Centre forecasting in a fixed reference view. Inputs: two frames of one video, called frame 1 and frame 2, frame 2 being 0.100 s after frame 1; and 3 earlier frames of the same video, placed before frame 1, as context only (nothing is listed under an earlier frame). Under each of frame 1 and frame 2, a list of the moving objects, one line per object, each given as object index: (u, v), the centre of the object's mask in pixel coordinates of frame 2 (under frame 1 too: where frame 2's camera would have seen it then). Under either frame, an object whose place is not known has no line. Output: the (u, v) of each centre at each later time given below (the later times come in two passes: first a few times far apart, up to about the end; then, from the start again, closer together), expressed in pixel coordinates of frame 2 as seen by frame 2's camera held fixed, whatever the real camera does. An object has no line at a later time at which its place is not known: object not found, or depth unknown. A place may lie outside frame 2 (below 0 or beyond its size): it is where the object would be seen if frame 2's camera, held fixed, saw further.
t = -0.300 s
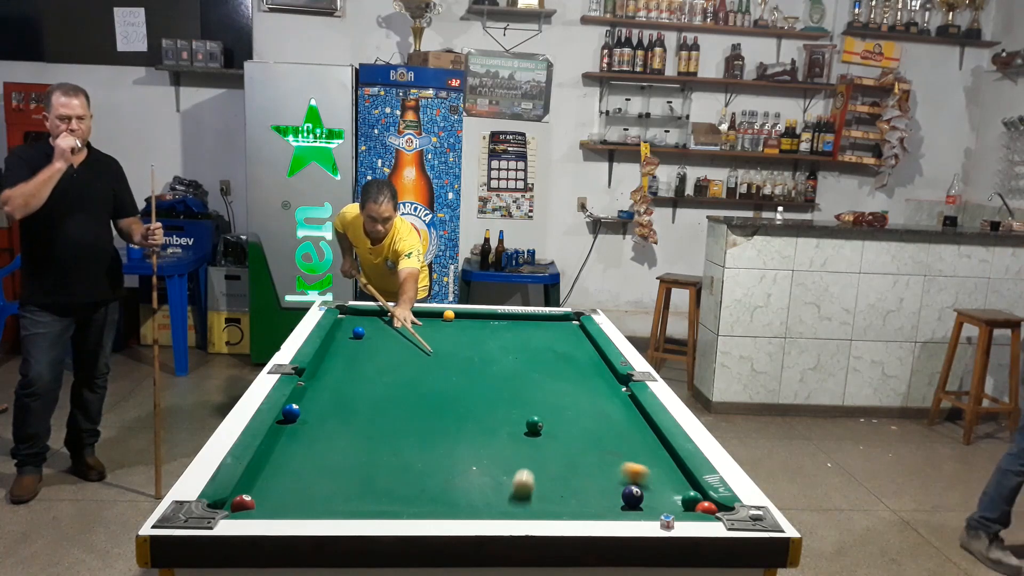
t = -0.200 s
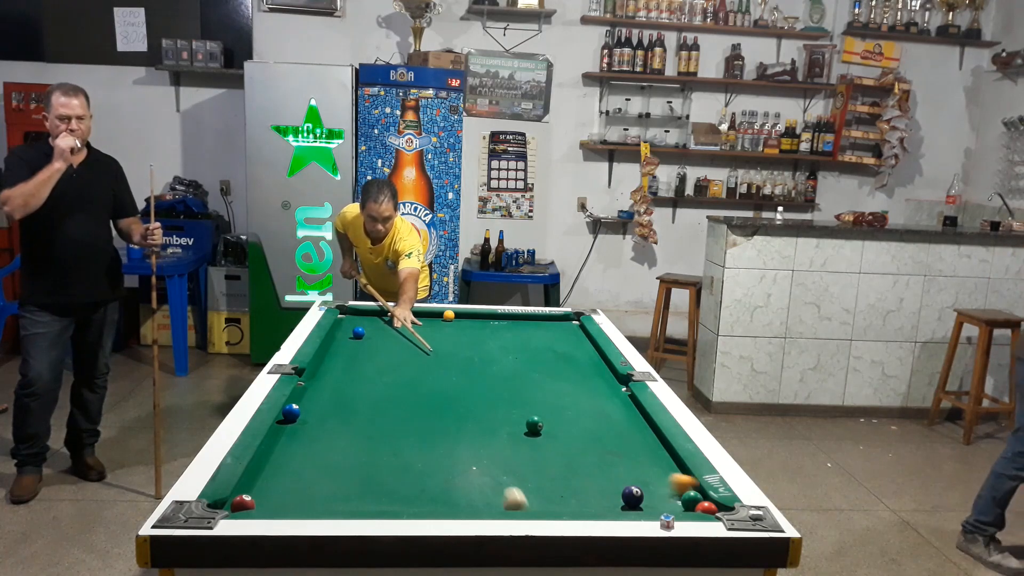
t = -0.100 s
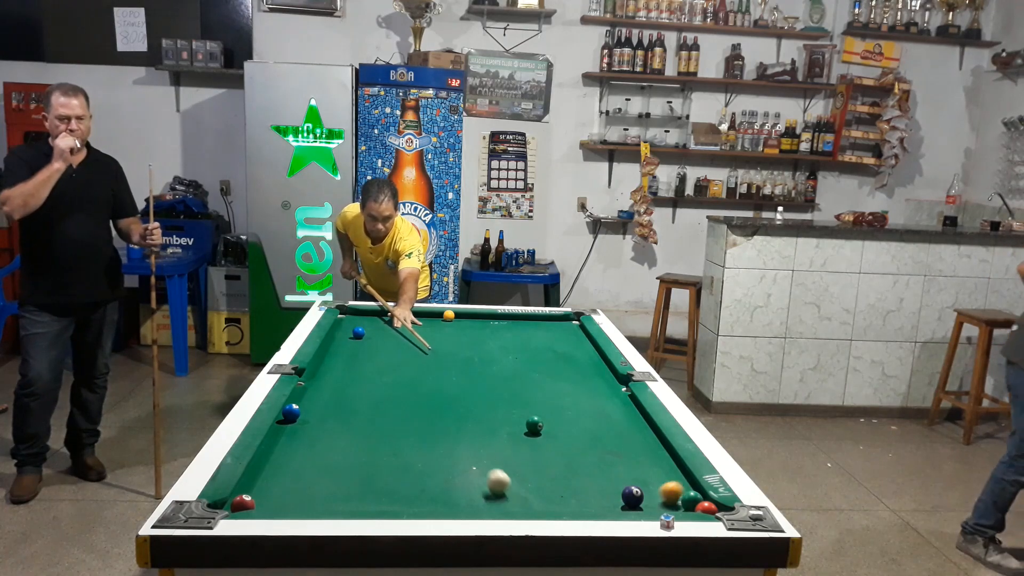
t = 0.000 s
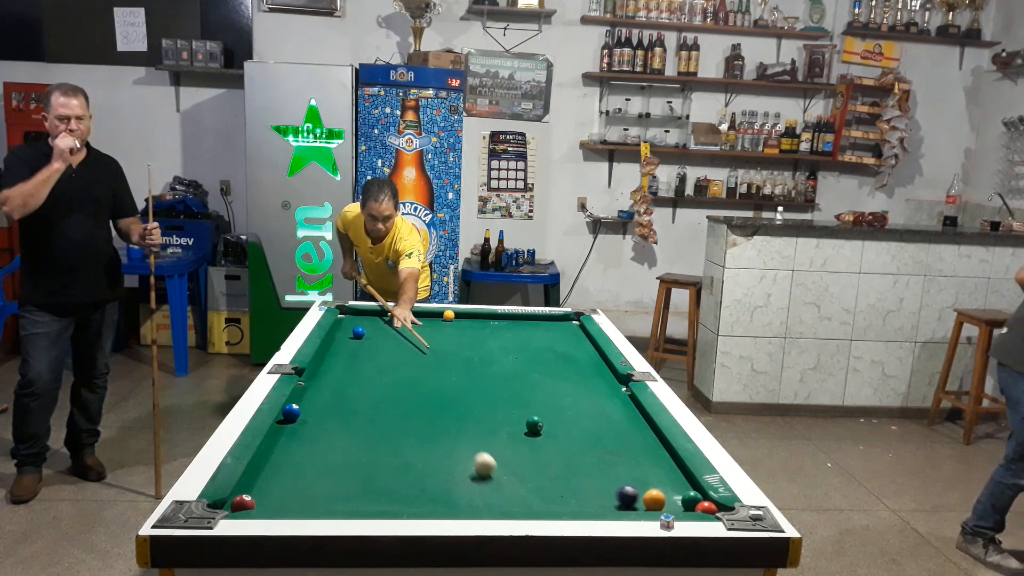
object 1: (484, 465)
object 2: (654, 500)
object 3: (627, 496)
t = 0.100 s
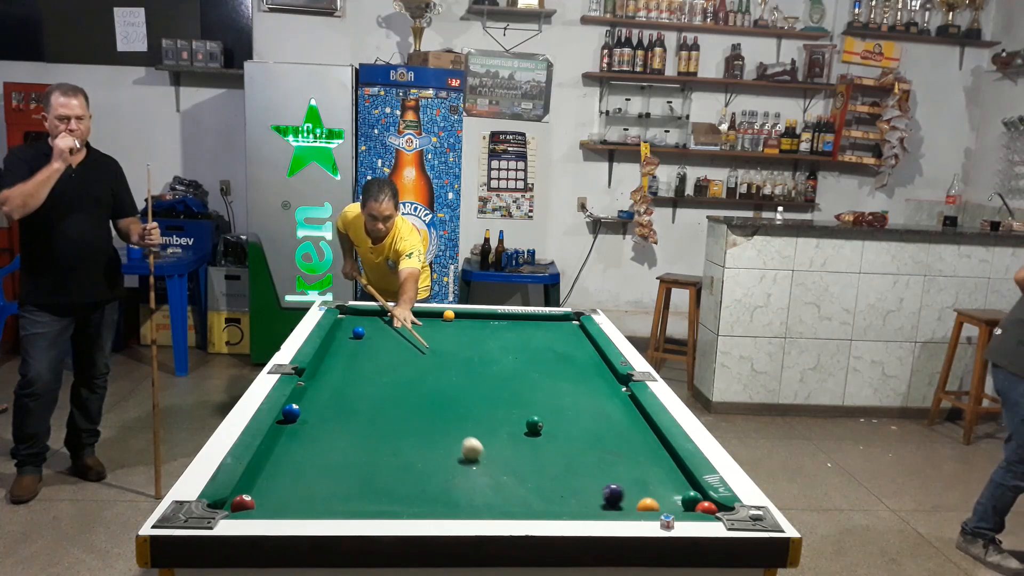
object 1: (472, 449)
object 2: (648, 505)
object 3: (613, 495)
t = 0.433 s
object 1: (438, 407)
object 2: (601, 492)
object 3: (569, 491)
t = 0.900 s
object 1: (404, 365)
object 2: (548, 469)
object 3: (516, 487)
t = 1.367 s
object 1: (380, 336)
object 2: (507, 451)
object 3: (475, 483)
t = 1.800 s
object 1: (363, 315)
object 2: (477, 438)
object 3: (445, 480)
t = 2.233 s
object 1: (343, 321)
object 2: (454, 429)
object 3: (425, 477)
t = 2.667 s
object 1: (342, 332)
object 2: (437, 423)
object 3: (412, 476)
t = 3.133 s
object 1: (345, 343)
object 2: (425, 419)
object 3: (407, 475)
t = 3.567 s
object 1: (348, 354)
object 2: (420, 417)
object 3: (407, 475)
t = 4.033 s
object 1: (352, 364)
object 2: (419, 417)
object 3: (407, 475)
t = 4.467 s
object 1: (355, 373)
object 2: (419, 418)
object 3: (407, 475)
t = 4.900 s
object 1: (357, 380)
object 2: (419, 417)
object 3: (407, 475)
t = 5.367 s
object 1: (359, 387)
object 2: (419, 417)
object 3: (407, 475)
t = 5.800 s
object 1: (358, 391)
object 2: (419, 417)
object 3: (407, 475)
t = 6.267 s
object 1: (355, 393)
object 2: (419, 417)
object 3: (407, 475)
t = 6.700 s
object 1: (354, 394)
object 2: (419, 417)
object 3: (407, 475)
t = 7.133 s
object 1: (354, 394)
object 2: (419, 417)
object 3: (407, 475)
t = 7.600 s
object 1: (354, 394)
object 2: (420, 417)
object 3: (407, 475)
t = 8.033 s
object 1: (354, 394)
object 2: (419, 417)
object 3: (407, 475)
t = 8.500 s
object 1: (353, 394)
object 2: (419, 417)
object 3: (407, 475)
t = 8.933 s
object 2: (420, 417)
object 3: (409, 474)
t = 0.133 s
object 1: (468, 444)
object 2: (644, 506)
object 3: (608, 495)
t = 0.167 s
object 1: (464, 439)
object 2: (638, 505)
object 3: (603, 494)
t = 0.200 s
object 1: (460, 434)
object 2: (634, 504)
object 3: (599, 494)
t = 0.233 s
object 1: (457, 430)
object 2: (629, 502)
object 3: (594, 493)
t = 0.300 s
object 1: (450, 422)
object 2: (619, 500)
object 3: (585, 493)
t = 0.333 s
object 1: (447, 418)
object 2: (614, 498)
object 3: (581, 493)
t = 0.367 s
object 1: (444, 414)
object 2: (610, 496)
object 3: (577, 492)
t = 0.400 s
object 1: (441, 410)
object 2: (605, 494)
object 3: (572, 492)
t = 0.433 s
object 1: (438, 407)
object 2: (601, 492)
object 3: (569, 491)
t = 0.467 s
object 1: (435, 403)
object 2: (597, 491)
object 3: (565, 491)
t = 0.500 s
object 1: (432, 399)
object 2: (592, 489)
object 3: (560, 491)
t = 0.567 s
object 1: (427, 393)
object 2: (585, 485)
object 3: (552, 490)
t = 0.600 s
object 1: (424, 390)
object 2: (580, 484)
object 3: (549, 490)
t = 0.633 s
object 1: (422, 387)
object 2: (577, 482)
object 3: (545, 490)
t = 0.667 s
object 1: (419, 384)
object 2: (573, 480)
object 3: (541, 489)
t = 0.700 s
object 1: (417, 381)
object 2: (569, 479)
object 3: (537, 489)
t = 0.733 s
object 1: (414, 378)
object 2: (565, 477)
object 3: (534, 488)
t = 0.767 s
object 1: (412, 375)
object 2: (561, 475)
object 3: (530, 488)
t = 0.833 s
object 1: (408, 370)
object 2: (555, 473)
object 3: (523, 487)
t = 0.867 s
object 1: (406, 367)
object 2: (551, 471)
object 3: (520, 487)
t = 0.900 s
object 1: (404, 365)
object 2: (548, 469)
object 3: (516, 487)
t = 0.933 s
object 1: (402, 362)
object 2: (545, 468)
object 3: (513, 486)
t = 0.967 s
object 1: (400, 360)
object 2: (541, 466)
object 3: (510, 486)
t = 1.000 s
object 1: (398, 358)
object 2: (538, 465)
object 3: (507, 486)
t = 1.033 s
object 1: (396, 355)
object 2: (535, 464)
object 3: (504, 486)
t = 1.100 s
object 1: (392, 351)
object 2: (529, 461)
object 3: (497, 485)
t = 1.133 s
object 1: (391, 349)
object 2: (526, 460)
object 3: (495, 485)
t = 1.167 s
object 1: (389, 347)
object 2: (523, 458)
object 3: (491, 484)
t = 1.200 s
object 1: (387, 345)
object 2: (520, 457)
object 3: (488, 484)
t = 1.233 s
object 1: (386, 343)
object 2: (517, 456)
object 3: (486, 484)
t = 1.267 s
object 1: (384, 341)
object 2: (515, 455)
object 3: (483, 484)
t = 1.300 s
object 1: (382, 339)
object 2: (512, 454)
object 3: (480, 483)
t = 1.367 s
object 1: (380, 336)
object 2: (507, 451)
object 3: (475, 483)
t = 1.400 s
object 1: (378, 334)
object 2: (504, 450)
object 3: (472, 482)
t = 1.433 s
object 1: (377, 332)
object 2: (502, 449)
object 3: (470, 482)
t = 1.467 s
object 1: (375, 331)
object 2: (499, 448)
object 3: (467, 482)
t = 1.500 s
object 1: (374, 329)
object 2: (497, 447)
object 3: (465, 482)
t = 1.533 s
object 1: (373, 327)
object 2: (495, 446)
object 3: (462, 482)
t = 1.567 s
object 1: (371, 326)
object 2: (493, 445)
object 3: (460, 481)
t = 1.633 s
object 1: (369, 322)
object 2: (488, 443)
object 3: (456, 481)
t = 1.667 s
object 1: (368, 321)
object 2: (486, 442)
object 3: (453, 480)
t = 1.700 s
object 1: (366, 320)
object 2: (483, 441)
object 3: (451, 480)
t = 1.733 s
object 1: (365, 318)
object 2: (481, 440)
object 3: (449, 480)
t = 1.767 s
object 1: (364, 317)
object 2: (479, 439)
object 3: (447, 480)
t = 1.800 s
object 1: (363, 315)
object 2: (477, 438)
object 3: (445, 480)
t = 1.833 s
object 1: (362, 314)
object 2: (475, 438)
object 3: (443, 480)
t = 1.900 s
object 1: (360, 313)
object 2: (471, 436)
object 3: (440, 479)
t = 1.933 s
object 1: (358, 314)
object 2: (470, 435)
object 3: (438, 479)
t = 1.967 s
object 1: (356, 314)
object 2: (468, 434)
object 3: (436, 479)
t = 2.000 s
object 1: (354, 315)
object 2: (466, 434)
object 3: (435, 479)
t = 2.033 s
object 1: (353, 316)
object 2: (464, 433)
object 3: (433, 478)
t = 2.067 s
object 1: (351, 317)
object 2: (462, 432)
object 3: (432, 479)
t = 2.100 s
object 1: (349, 318)
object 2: (461, 432)
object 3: (430, 478)
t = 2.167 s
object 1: (346, 319)
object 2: (458, 430)
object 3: (428, 478)
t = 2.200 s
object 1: (344, 320)
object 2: (456, 430)
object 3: (426, 477)
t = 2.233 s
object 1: (343, 321)
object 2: (454, 429)
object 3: (425, 477)
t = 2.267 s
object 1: (341, 322)
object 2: (453, 428)
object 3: (424, 477)
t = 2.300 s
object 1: (341, 323)
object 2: (451, 428)
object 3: (422, 477)
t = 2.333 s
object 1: (341, 324)
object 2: (449, 427)
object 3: (421, 477)
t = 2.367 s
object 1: (341, 325)
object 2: (448, 427)
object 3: (420, 477)
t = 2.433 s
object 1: (341, 326)
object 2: (445, 426)
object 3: (418, 476)
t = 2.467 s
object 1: (341, 327)
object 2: (444, 425)
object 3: (417, 476)
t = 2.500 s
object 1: (341, 328)
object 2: (443, 425)
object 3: (416, 476)
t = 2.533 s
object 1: (341, 329)
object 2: (441, 424)
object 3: (415, 476)
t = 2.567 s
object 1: (342, 330)
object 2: (440, 424)
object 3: (414, 476)
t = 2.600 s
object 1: (342, 330)
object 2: (439, 423)
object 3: (414, 476)
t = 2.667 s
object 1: (342, 332)
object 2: (437, 423)
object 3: (412, 476)
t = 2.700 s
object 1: (342, 333)
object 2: (436, 423)
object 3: (412, 476)
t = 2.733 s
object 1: (342, 334)
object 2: (435, 422)
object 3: (411, 476)
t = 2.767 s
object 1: (342, 334)
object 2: (434, 422)
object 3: (411, 476)
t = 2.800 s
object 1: (343, 335)
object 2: (433, 421)
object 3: (410, 475)
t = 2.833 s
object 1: (343, 336)
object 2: (432, 421)
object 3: (410, 475)
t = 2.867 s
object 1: (343, 337)
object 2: (431, 421)
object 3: (409, 475)
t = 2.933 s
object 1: (343, 338)
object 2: (430, 420)
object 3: (408, 475)
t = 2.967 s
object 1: (343, 339)
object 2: (429, 420)
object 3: (408, 475)
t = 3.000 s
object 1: (344, 340)
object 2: (428, 420)
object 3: (408, 475)
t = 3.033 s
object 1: (344, 341)
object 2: (427, 419)
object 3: (408, 475)
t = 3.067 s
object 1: (344, 342)
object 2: (426, 419)
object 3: (407, 475)
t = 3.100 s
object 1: (345, 343)
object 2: (426, 419)
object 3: (407, 475)
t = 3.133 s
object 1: (345, 343)
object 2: (425, 419)
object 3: (407, 475)
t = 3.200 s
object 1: (345, 345)
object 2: (424, 418)
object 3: (407, 475)
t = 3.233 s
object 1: (346, 346)
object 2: (424, 418)
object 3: (407, 475)
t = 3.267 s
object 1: (346, 347)
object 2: (423, 418)
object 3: (407, 475)
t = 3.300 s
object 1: (346, 347)
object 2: (423, 418)
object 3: (407, 475)
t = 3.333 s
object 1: (346, 348)
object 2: (422, 418)
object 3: (407, 475)
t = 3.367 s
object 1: (346, 349)
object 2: (422, 418)
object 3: (407, 475)
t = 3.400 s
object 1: (347, 350)
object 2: (421, 418)
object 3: (407, 475)
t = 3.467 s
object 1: (347, 351)
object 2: (421, 418)
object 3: (407, 475)
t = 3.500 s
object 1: (347, 352)
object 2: (420, 417)
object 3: (407, 475)
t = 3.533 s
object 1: (348, 353)
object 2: (420, 417)
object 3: (407, 475)
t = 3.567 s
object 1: (348, 354)
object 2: (420, 417)
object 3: (407, 475)
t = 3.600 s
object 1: (348, 354)
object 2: (420, 417)
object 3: (407, 475)
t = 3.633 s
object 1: (349, 355)
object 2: (419, 417)
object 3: (407, 475)
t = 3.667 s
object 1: (349, 356)
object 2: (419, 417)
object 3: (407, 475)
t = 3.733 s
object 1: (349, 358)
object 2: (419, 417)
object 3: (407, 475)
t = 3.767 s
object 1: (350, 358)
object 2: (419, 417)
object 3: (407, 475)
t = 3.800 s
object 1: (350, 359)
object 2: (419, 417)
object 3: (407, 475)
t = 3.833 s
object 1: (350, 360)
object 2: (419, 417)
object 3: (407, 475)
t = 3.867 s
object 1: (350, 360)
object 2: (419, 417)
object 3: (407, 475)
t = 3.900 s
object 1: (351, 361)
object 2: (419, 417)
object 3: (407, 475)
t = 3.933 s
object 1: (351, 362)
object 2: (419, 417)
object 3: (407, 475)
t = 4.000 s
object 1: (351, 363)
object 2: (419, 417)
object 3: (407, 475)
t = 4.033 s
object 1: (352, 364)
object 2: (419, 417)
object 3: (407, 475)
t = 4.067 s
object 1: (352, 365)
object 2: (419, 417)
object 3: (407, 475)
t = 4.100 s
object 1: (352, 366)
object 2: (419, 417)
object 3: (407, 475)
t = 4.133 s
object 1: (352, 366)
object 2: (420, 417)
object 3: (407, 475)
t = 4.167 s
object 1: (353, 367)
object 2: (420, 417)
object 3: (407, 475)
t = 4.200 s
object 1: (353, 368)
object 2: (419, 417)
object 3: (407, 475)
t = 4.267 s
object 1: (353, 369)
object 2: (419, 417)
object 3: (407, 475)
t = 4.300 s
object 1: (354, 370)
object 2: (419, 417)
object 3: (407, 475)
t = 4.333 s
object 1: (354, 370)
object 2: (419, 417)
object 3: (407, 475)
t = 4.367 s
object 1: (354, 371)
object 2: (419, 418)
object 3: (407, 475)
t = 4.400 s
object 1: (354, 372)
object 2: (419, 417)
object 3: (407, 475)
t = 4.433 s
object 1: (355, 372)
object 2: (419, 417)
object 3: (407, 475)
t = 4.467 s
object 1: (355, 373)
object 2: (419, 418)
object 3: (407, 475)
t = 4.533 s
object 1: (355, 374)
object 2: (419, 418)
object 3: (407, 475)
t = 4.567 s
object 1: (355, 375)
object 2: (419, 417)
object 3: (407, 475)
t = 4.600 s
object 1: (356, 375)
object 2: (419, 417)
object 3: (407, 475)
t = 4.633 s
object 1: (356, 376)
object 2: (419, 417)
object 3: (407, 475)
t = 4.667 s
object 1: (356, 377)
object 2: (419, 417)
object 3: (407, 475)
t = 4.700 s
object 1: (356, 377)
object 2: (419, 418)
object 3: (408, 475)
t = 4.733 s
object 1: (357, 378)
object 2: (420, 417)
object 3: (408, 475)
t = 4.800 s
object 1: (357, 378)
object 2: (420, 417)
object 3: (408, 474)
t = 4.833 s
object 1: (357, 379)
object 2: (419, 417)
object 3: (408, 474)
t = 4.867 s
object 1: (357, 380)
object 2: (419, 417)
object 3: (407, 475)
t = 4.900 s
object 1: (357, 380)
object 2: (419, 417)
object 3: (407, 475)
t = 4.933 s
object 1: (357, 381)
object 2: (419, 418)
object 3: (407, 476)
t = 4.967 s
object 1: (357, 381)
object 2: (419, 417)
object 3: (407, 475)
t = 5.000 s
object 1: (358, 382)
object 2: (419, 417)
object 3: (407, 475)
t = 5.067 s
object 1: (358, 383)
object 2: (420, 417)
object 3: (408, 475)
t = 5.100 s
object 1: (358, 384)
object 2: (420, 417)
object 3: (408, 475)
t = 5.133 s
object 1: (359, 384)
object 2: (420, 417)
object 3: (408, 475)
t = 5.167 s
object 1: (358, 384)
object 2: (419, 417)
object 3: (407, 475)
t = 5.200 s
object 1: (359, 385)
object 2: (419, 417)
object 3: (407, 475)
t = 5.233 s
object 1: (359, 385)
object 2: (419, 417)
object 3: (407, 475)
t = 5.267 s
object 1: (359, 386)
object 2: (419, 417)
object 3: (407, 475)
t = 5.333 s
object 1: (359, 387)
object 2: (419, 417)
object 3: (407, 475)
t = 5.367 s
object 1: (359, 387)
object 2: (419, 417)
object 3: (407, 475)
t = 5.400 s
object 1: (359, 387)
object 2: (419, 417)
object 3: (407, 475)
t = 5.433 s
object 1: (359, 388)
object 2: (419, 417)
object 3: (407, 475)
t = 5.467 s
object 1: (359, 388)
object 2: (419, 417)
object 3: (407, 475)
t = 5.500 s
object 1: (359, 388)
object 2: (419, 417)
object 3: (407, 475)
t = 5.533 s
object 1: (359, 389)
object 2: (419, 417)
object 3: (407, 475)
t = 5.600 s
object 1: (359, 389)
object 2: (419, 417)
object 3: (407, 475)
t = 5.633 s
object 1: (359, 390)
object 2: (419, 417)
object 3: (407, 475)
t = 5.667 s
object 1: (359, 390)
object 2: (419, 417)
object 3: (408, 475)
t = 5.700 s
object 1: (359, 390)
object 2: (419, 417)
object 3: (407, 475)
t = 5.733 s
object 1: (359, 391)
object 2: (419, 417)
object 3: (407, 475)
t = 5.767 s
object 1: (358, 391)
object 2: (419, 417)
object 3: (408, 475)
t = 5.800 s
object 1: (358, 391)
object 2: (419, 417)
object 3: (407, 475)
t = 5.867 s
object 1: (358, 391)
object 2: (419, 417)
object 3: (408, 475)
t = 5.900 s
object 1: (358, 392)
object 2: (419, 417)
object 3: (407, 475)
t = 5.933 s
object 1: (358, 392)
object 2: (419, 417)
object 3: (407, 475)
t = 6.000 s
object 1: (357, 392)
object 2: (419, 417)
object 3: (408, 475)
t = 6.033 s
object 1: (357, 393)
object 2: (419, 417)
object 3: (407, 475)
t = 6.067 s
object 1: (357, 393)
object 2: (419, 417)
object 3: (408, 475)
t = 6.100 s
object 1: (357, 393)
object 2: (419, 417)
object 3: (407, 475)
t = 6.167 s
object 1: (356, 393)
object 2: (419, 417)
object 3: (407, 475)
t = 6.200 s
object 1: (356, 393)
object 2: (419, 417)
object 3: (408, 475)
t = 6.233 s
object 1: (355, 393)
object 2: (419, 417)
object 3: (407, 475)
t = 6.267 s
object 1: (355, 393)
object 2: (419, 417)
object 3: (407, 475)
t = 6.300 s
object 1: (355, 394)
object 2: (419, 417)
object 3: (407, 475)
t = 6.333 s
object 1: (355, 394)
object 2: (419, 417)
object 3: (408, 475)
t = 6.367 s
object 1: (354, 394)
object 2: (419, 417)
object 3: (408, 475)
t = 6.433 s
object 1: (355, 393)
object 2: (420, 417)
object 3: (408, 474)
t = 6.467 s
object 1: (355, 394)
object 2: (420, 417)
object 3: (408, 474)
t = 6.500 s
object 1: (354, 394)
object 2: (420, 417)
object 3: (408, 474)
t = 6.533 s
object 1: (354, 394)
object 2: (419, 417)
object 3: (407, 475)
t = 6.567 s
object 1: (354, 394)
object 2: (419, 417)
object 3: (407, 476)
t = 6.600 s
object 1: (354, 394)
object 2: (419, 418)
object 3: (407, 476)
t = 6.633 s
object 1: (354, 394)
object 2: (419, 417)
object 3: (407, 475)
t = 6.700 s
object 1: (354, 394)
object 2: (419, 417)
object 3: (407, 475)
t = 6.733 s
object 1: (354, 394)
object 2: (420, 417)
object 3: (407, 475)
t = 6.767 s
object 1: (354, 394)
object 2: (420, 417)
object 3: (408, 475)
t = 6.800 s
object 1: (354, 394)
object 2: (420, 417)
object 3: (408, 475)
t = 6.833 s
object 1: (354, 394)
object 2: (419, 417)
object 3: (407, 475)
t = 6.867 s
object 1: (354, 394)
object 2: (419, 417)
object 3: (407, 475)
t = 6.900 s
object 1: (354, 394)
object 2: (419, 417)
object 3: (407, 475)
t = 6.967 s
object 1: (354, 394)
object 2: (420, 417)
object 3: (407, 475)
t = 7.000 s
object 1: (354, 394)
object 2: (420, 417)
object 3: (407, 475)
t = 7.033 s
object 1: (354, 394)
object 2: (420, 417)
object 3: (407, 475)
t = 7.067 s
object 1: (354, 394)
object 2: (419, 417)
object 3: (407, 475)
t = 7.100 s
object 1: (354, 394)
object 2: (420, 417)
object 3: (407, 475)
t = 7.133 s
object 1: (354, 394)
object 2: (419, 417)
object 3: (407, 475)
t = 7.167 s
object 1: (354, 394)
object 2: (420, 417)
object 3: (407, 475)
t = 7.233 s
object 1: (354, 394)
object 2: (420, 417)
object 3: (407, 475)
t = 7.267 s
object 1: (354, 394)
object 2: (419, 417)
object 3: (407, 475)
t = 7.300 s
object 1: (354, 394)
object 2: (419, 417)
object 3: (407, 475)
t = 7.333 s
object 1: (354, 394)
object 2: (419, 417)
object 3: (407, 475)
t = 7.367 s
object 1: (354, 394)
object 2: (419, 417)
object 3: (407, 475)
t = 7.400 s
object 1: (354, 394)
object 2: (419, 417)
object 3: (407, 475)
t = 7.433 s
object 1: (354, 394)
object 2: (420, 417)
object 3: (407, 475)
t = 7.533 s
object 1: (354, 394)
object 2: (419, 417)
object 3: (407, 475)
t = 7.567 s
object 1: (354, 394)
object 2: (420, 417)
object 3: (407, 475)
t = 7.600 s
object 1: (354, 394)
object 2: (420, 417)
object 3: (407, 475)
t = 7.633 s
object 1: (354, 394)
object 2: (419, 417)
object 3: (407, 475)
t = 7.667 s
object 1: (354, 394)
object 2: (419, 417)
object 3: (407, 475)
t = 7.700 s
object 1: (354, 394)
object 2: (420, 417)
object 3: (407, 475)
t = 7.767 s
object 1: (354, 394)
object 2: (420, 417)
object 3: (407, 475)
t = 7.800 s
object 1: (354, 394)
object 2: (420, 417)
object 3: (407, 475)
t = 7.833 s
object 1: (354, 394)
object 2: (420, 417)
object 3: (407, 475)
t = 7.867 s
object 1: (354, 394)
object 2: (419, 417)
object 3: (407, 475)
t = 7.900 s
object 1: (354, 394)
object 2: (419, 417)
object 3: (407, 475)
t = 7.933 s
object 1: (354, 394)
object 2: (420, 417)
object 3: (407, 475)
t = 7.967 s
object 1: (354, 394)
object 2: (420, 417)
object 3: (407, 475)
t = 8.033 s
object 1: (354, 394)
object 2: (419, 417)
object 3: (407, 475)
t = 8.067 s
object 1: (354, 394)
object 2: (419, 417)
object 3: (407, 475)
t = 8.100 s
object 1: (354, 394)
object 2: (420, 417)
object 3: (407, 475)
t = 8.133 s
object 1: (354, 394)
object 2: (419, 417)
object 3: (407, 475)
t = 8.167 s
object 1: (354, 394)
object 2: (420, 417)
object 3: (407, 475)
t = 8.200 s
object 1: (354, 394)
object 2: (420, 418)
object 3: (408, 475)
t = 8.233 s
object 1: (354, 394)
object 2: (420, 417)
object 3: (408, 475)
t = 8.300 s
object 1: (355, 394)
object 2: (420, 417)
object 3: (408, 474)
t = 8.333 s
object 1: (354, 394)
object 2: (420, 417)
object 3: (408, 475)
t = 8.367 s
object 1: (354, 394)
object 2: (419, 417)
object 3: (407, 475)
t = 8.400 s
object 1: (354, 394)
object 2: (419, 417)
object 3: (407, 475)
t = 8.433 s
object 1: (354, 394)
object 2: (419, 417)
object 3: (407, 476)
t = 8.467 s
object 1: (354, 394)
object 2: (419, 417)
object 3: (407, 475)
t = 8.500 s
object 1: (353, 394)
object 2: (419, 417)
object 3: (407, 475)
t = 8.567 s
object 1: (354, 394)
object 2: (420, 417)
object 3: (408, 475)
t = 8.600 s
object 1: (354, 394)
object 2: (420, 418)
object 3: (408, 475)
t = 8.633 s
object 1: (354, 394)
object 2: (420, 417)
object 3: (408, 475)
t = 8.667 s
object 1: (354, 394)
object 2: (420, 417)
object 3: (407, 475)
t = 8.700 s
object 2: (420, 417)
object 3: (407, 475)
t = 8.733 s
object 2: (420, 417)
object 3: (407, 475)
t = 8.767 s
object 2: (420, 417)
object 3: (408, 475)
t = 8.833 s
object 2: (420, 417)
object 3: (408, 475)
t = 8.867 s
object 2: (420, 417)
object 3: (408, 475)
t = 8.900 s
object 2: (420, 417)
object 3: (409, 474)
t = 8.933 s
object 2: (420, 417)
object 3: (409, 474)
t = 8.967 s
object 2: (420, 417)
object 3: (407, 475)
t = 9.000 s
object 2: (419, 417)
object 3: (407, 475)
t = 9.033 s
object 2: (419, 417)
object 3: (407, 475)
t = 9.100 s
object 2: (420, 417)
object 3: (408, 475)
